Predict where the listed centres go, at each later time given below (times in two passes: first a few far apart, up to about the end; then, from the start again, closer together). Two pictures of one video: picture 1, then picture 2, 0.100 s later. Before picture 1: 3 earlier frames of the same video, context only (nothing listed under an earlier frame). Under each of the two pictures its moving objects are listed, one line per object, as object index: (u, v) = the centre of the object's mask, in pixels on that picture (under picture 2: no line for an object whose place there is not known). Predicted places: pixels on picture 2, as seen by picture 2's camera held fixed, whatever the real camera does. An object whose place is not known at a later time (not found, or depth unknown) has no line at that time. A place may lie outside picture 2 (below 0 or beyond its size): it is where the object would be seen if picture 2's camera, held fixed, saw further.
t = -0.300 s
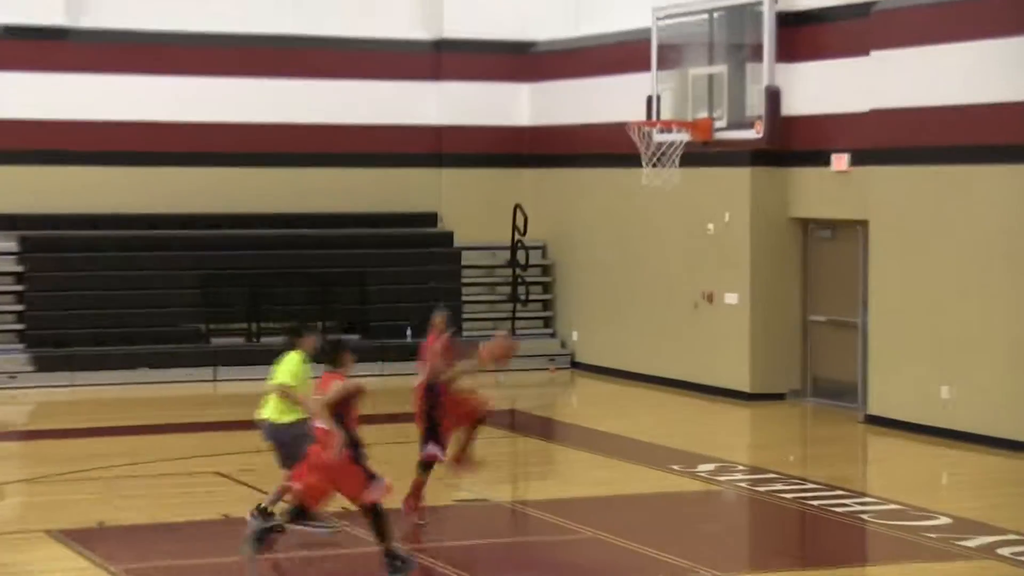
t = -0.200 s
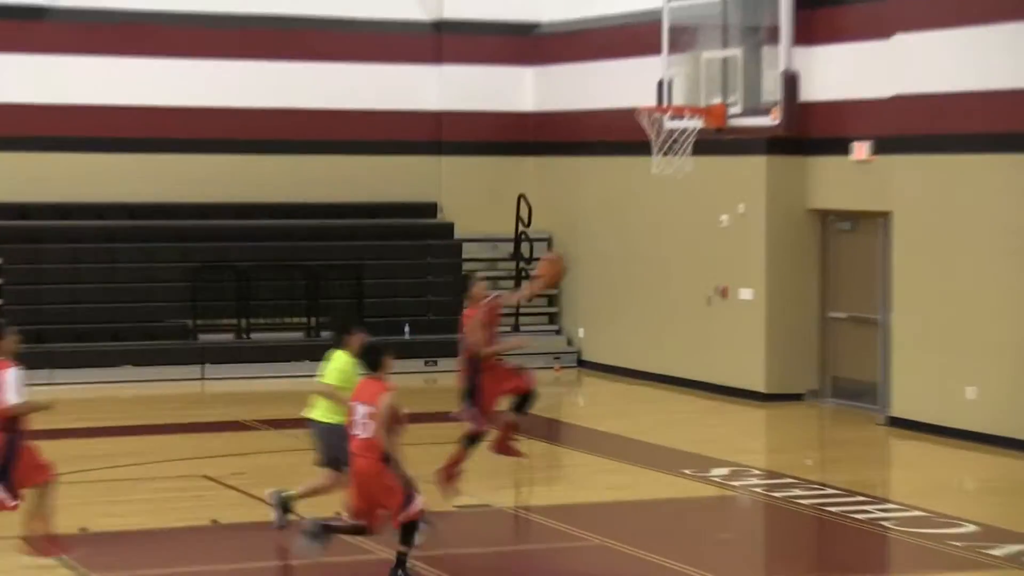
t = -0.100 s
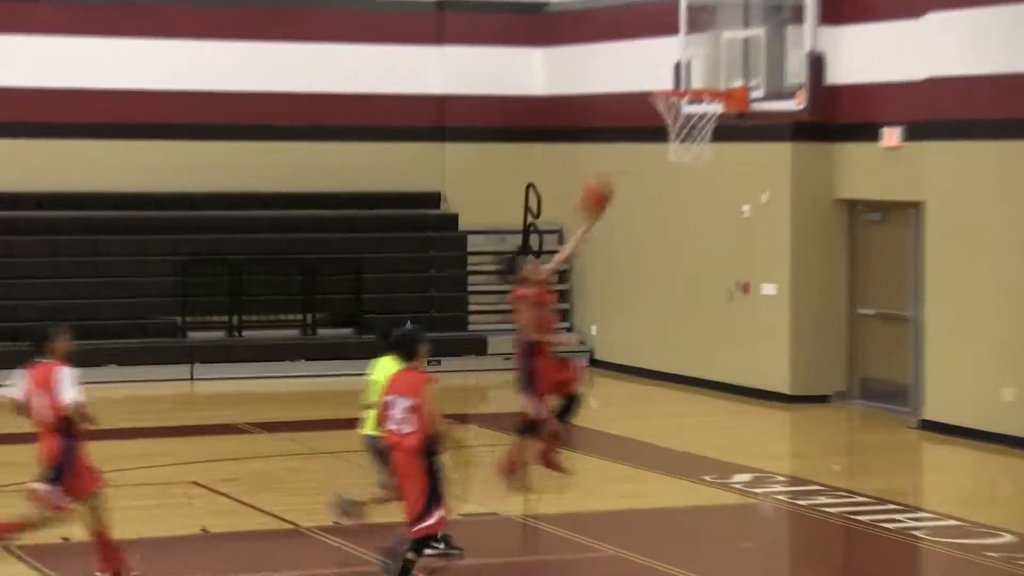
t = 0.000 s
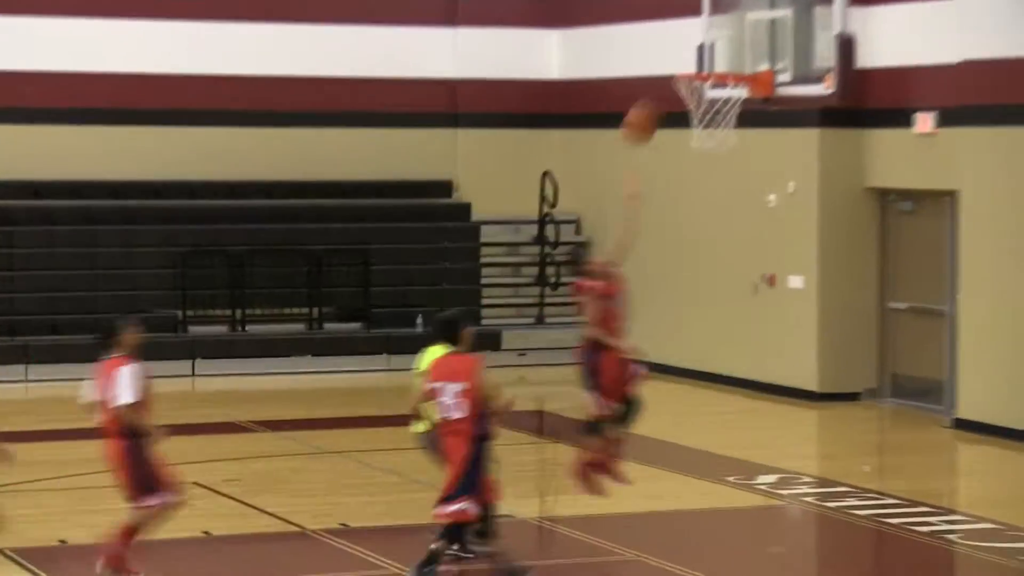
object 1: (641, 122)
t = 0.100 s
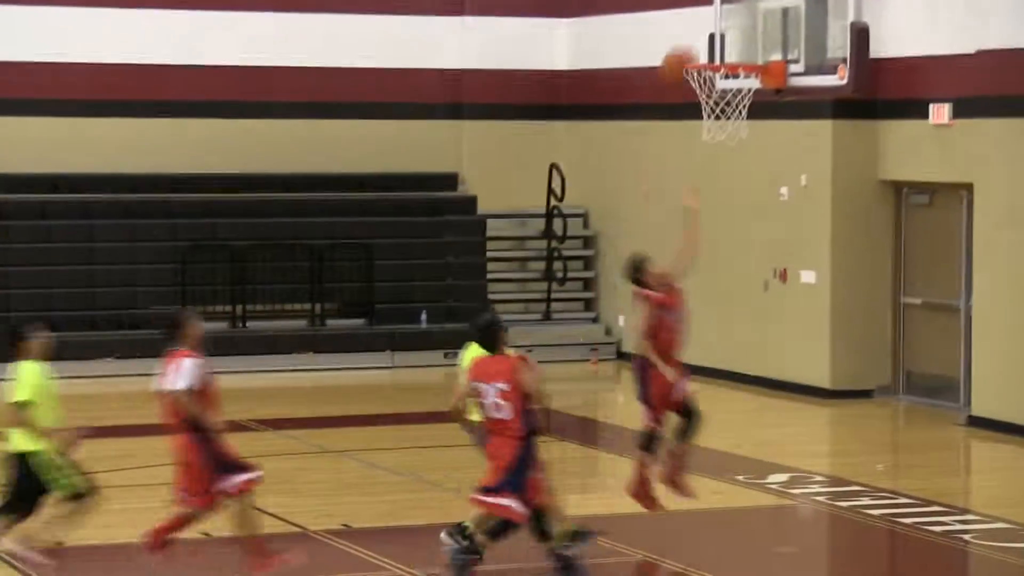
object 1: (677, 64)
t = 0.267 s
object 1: (726, 19)
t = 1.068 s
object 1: (746, 115)
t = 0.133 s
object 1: (688, 51)
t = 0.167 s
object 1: (697, 42)
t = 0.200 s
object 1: (707, 32)
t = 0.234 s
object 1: (716, 25)
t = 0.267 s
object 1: (726, 19)
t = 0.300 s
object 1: (735, 14)
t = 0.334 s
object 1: (743, 11)
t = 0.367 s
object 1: (742, 8)
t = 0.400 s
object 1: (739, 8)
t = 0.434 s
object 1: (736, 8)
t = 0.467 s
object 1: (733, 10)
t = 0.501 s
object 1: (730, 13)
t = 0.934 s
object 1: (744, 99)
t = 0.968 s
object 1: (746, 101)
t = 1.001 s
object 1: (745, 105)
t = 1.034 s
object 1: (745, 109)
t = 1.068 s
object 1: (746, 115)
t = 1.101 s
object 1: (745, 124)
